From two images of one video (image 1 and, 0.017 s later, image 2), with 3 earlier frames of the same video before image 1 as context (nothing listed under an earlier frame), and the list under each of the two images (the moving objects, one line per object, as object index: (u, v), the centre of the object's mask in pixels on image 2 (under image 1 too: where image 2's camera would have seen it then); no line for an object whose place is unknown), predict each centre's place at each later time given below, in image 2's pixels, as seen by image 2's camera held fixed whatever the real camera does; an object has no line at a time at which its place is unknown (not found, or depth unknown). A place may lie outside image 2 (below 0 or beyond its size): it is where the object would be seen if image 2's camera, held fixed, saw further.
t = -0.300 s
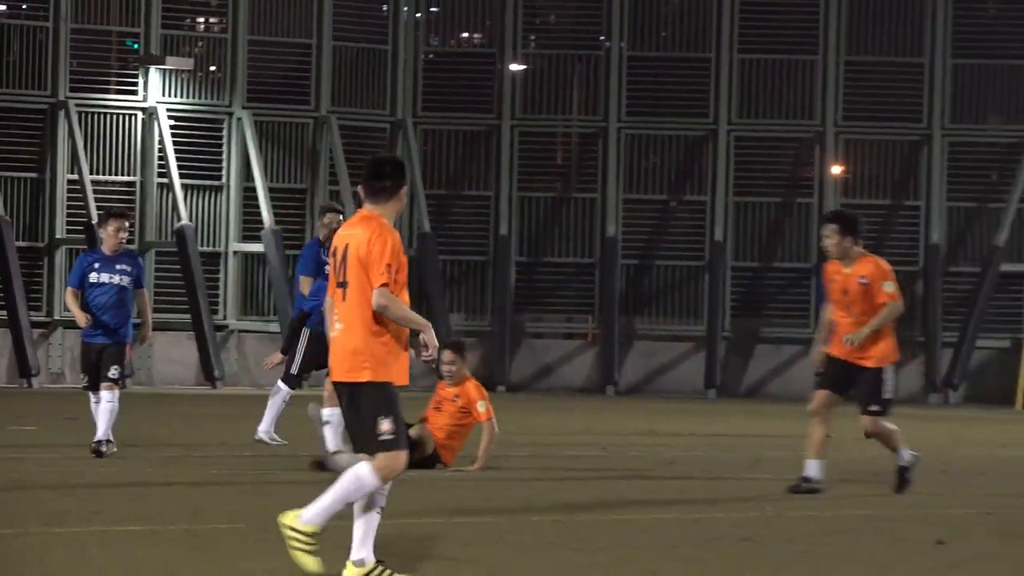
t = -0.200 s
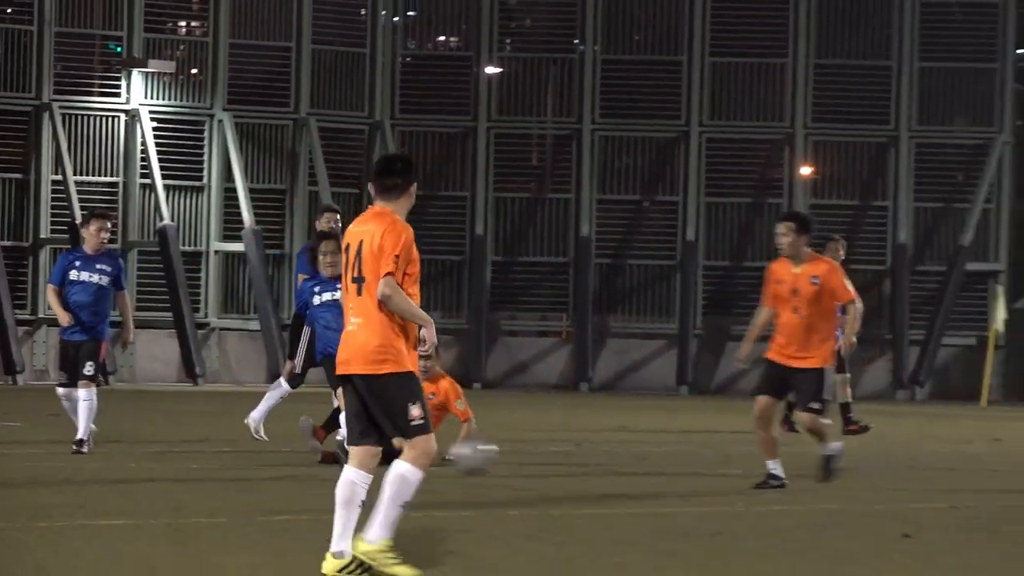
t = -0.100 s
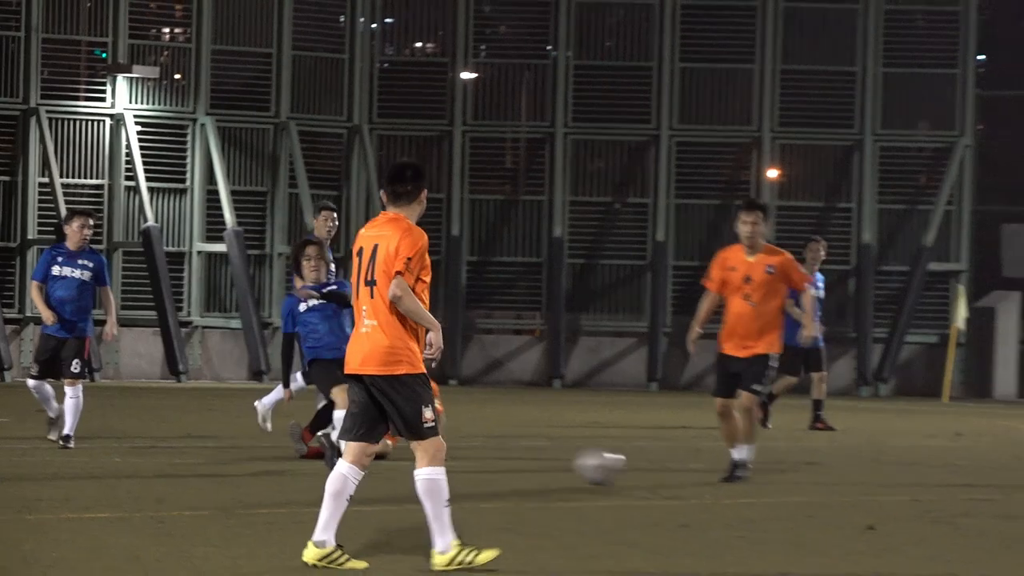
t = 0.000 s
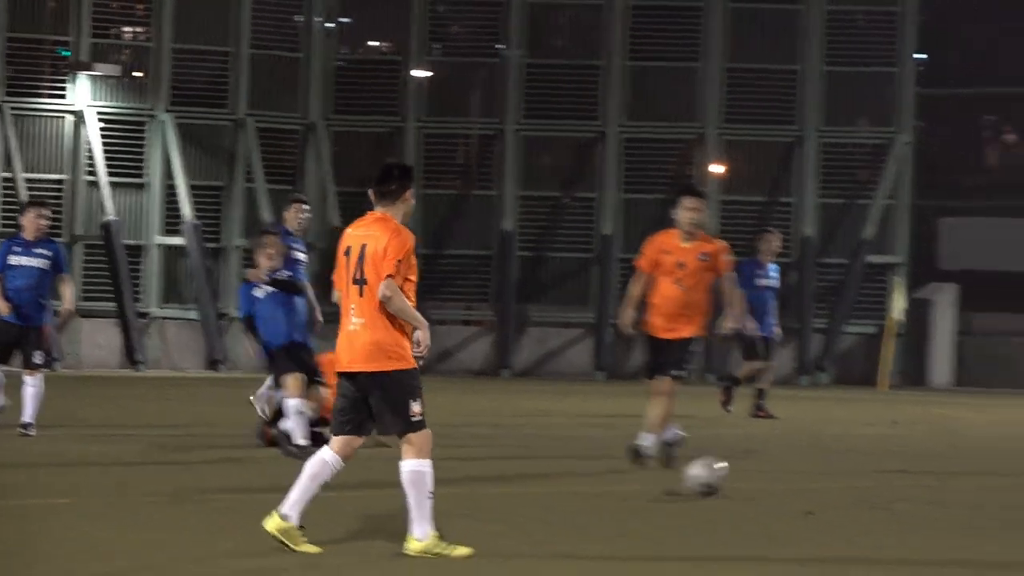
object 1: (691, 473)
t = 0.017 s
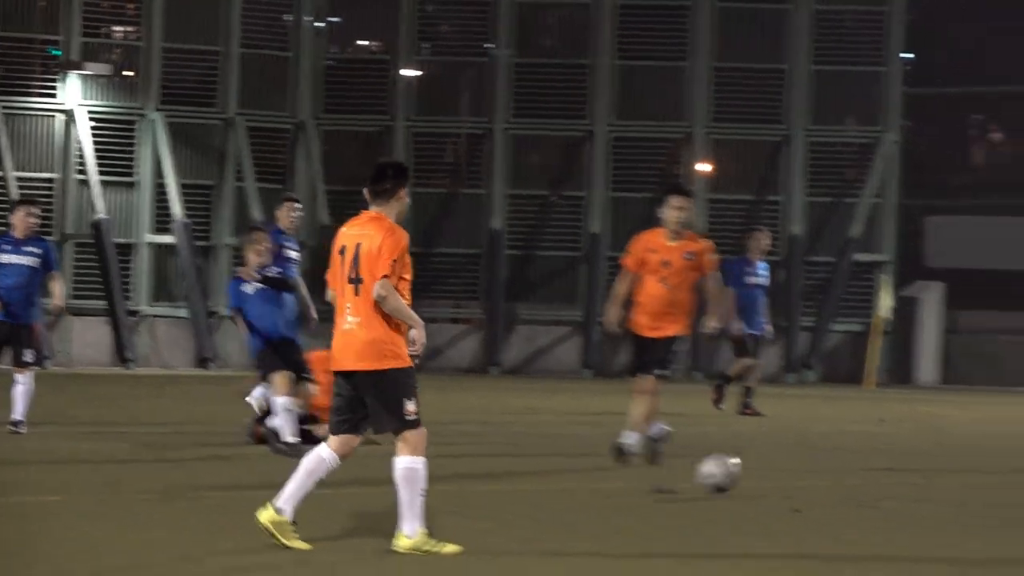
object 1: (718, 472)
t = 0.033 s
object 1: (745, 473)
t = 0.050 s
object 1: (772, 474)
